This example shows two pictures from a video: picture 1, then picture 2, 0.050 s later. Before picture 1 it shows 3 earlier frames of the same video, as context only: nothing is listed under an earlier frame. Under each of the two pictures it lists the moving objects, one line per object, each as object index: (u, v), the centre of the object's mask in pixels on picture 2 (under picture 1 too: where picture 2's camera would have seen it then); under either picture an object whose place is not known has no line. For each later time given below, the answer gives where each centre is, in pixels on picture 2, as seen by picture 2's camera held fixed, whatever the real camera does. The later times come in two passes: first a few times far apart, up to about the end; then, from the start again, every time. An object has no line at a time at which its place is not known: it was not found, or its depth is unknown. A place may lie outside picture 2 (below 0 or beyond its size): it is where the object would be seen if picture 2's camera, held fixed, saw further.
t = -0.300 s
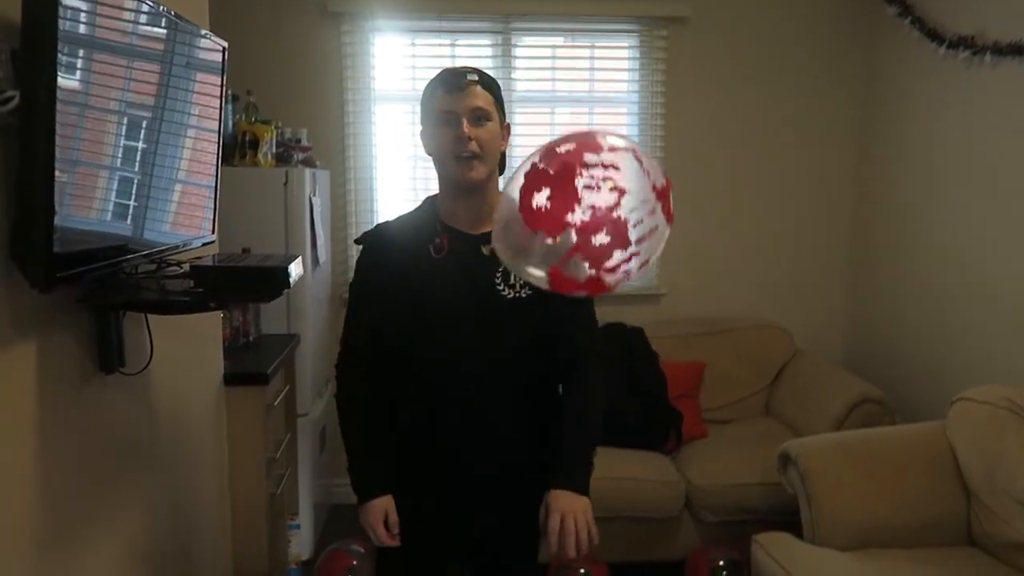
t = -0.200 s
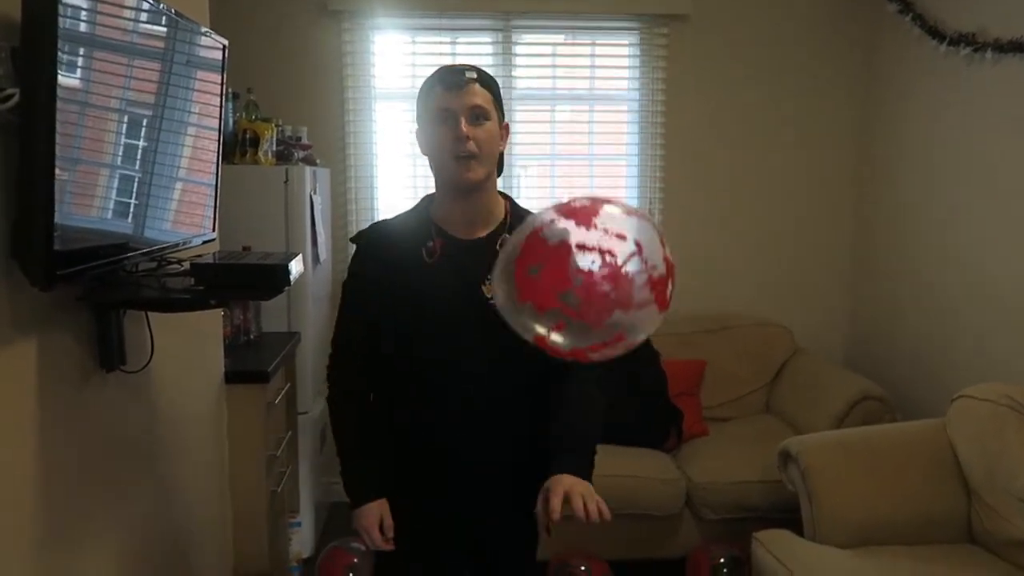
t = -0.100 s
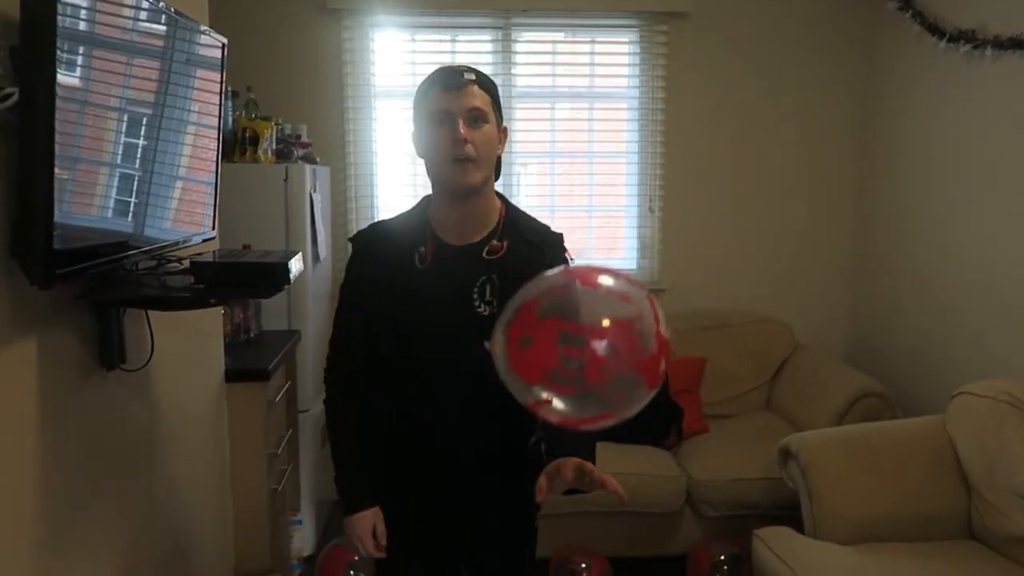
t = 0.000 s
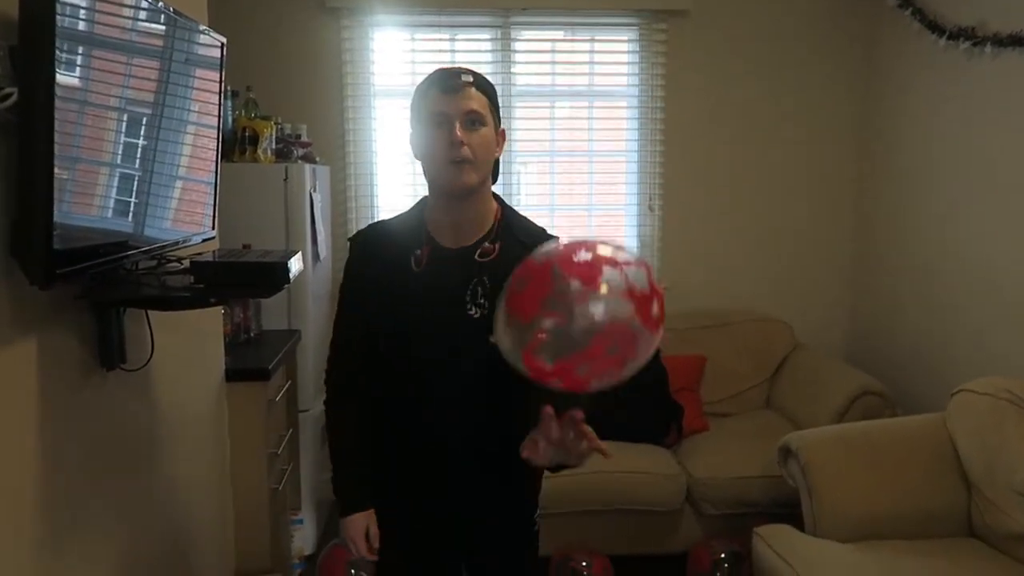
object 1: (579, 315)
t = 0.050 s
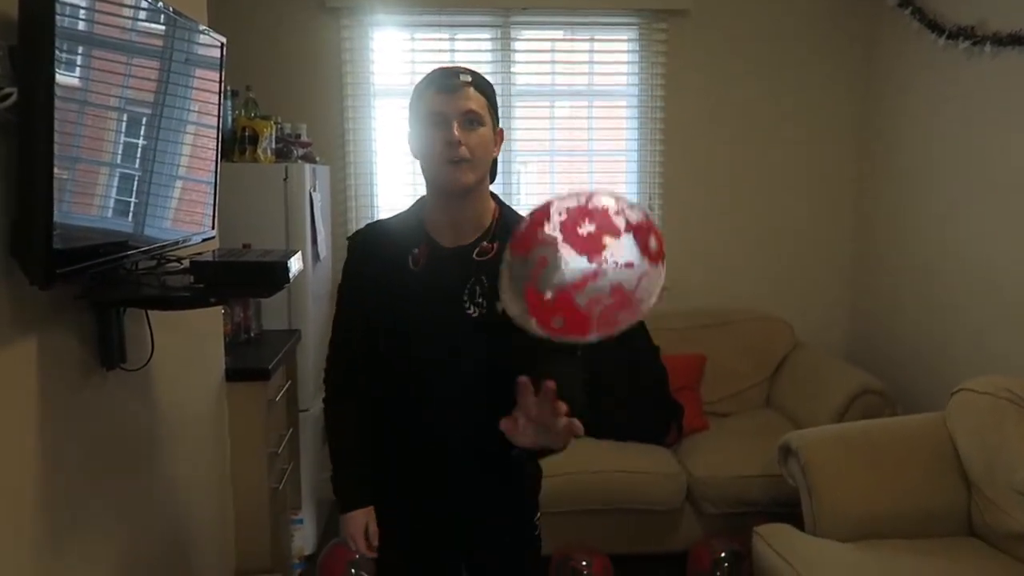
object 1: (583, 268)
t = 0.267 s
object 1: (595, 124)
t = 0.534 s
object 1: (611, 63)
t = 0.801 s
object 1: (631, 72)
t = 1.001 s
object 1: (646, 122)
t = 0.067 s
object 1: (583, 252)
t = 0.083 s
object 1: (584, 239)
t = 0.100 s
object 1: (585, 225)
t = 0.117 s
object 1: (586, 213)
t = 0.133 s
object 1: (587, 200)
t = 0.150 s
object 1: (588, 189)
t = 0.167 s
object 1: (589, 178)
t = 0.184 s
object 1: (590, 168)
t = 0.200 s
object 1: (591, 158)
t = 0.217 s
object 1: (592, 149)
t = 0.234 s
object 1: (593, 140)
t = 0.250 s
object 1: (594, 132)
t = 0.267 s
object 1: (595, 124)
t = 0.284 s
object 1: (596, 116)
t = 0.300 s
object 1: (597, 110)
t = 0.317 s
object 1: (598, 103)
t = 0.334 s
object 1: (599, 97)
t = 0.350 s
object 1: (600, 92)
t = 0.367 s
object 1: (601, 86)
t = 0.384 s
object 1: (602, 81)
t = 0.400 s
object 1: (603, 77)
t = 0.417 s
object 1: (603, 74)
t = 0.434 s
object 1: (604, 71)
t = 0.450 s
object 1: (605, 69)
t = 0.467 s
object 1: (606, 68)
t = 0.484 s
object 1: (608, 66)
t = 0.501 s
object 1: (609, 65)
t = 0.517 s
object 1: (610, 64)
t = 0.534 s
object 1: (611, 63)
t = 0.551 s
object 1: (612, 62)
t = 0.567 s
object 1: (614, 61)
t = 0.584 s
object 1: (615, 61)
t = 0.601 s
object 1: (616, 61)
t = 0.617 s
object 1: (617, 61)
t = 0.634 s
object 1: (619, 61)
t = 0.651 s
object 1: (620, 61)
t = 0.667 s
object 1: (621, 61)
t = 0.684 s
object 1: (622, 62)
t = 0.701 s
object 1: (623, 63)
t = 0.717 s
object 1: (625, 64)
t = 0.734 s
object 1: (626, 65)
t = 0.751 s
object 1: (628, 66)
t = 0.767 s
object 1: (629, 68)
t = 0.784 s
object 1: (630, 69)
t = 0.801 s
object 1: (631, 72)
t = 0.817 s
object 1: (633, 74)
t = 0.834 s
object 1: (634, 77)
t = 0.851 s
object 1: (635, 81)
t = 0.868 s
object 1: (637, 85)
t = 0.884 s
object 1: (638, 89)
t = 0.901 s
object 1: (639, 93)
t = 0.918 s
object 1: (640, 97)
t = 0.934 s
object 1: (641, 102)
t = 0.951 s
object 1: (643, 107)
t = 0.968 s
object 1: (644, 112)
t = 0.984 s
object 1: (645, 117)
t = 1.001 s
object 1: (646, 122)
